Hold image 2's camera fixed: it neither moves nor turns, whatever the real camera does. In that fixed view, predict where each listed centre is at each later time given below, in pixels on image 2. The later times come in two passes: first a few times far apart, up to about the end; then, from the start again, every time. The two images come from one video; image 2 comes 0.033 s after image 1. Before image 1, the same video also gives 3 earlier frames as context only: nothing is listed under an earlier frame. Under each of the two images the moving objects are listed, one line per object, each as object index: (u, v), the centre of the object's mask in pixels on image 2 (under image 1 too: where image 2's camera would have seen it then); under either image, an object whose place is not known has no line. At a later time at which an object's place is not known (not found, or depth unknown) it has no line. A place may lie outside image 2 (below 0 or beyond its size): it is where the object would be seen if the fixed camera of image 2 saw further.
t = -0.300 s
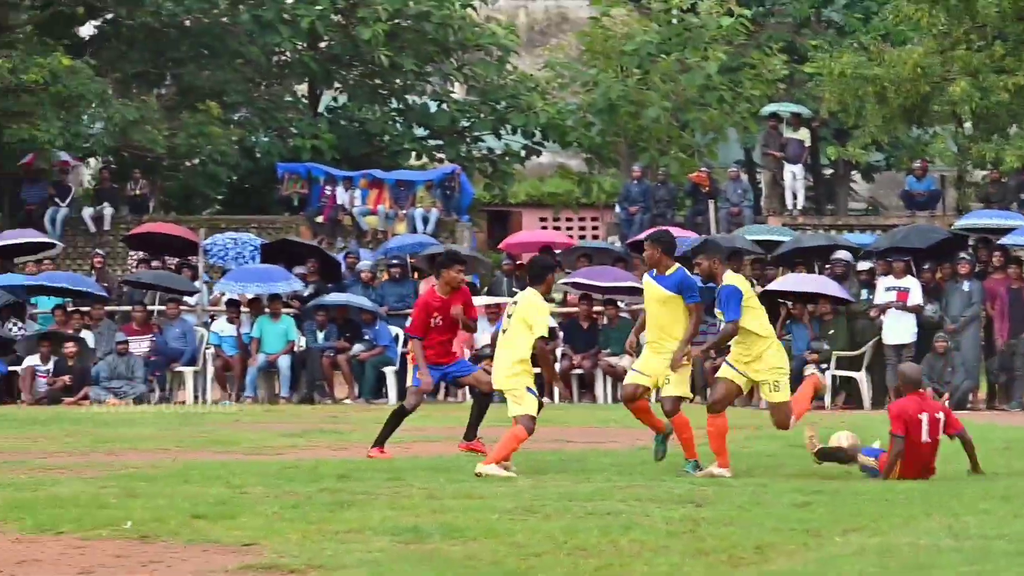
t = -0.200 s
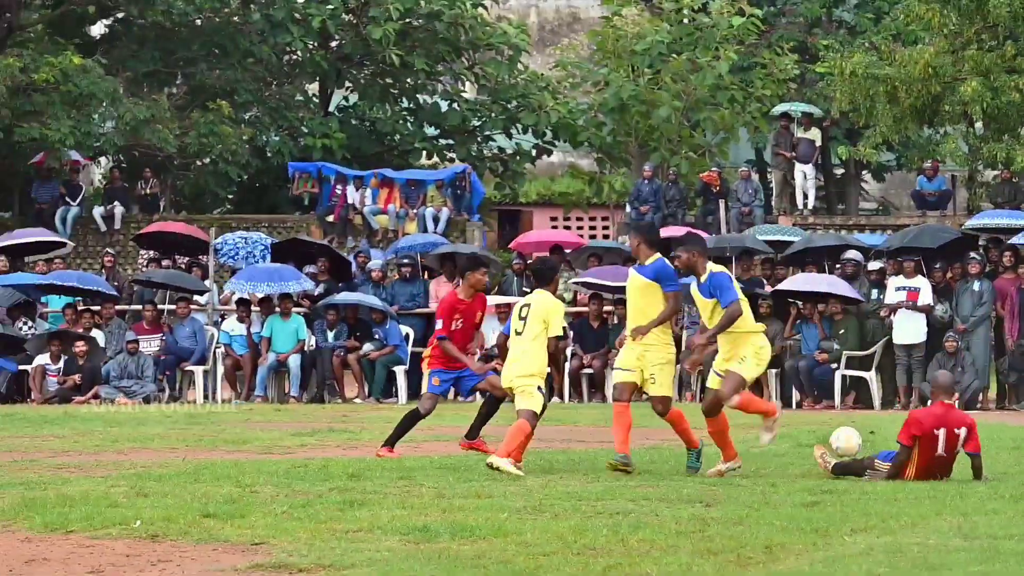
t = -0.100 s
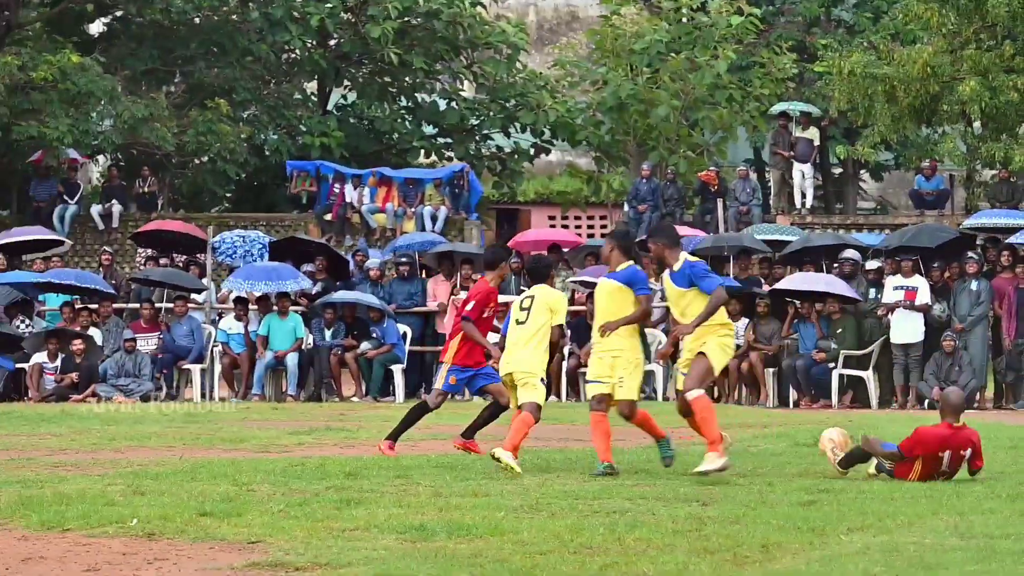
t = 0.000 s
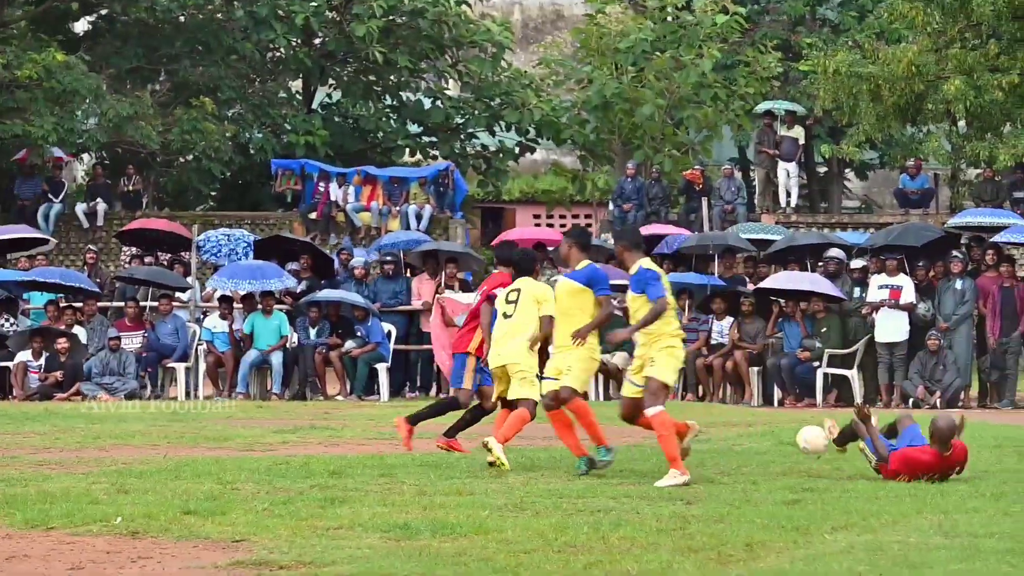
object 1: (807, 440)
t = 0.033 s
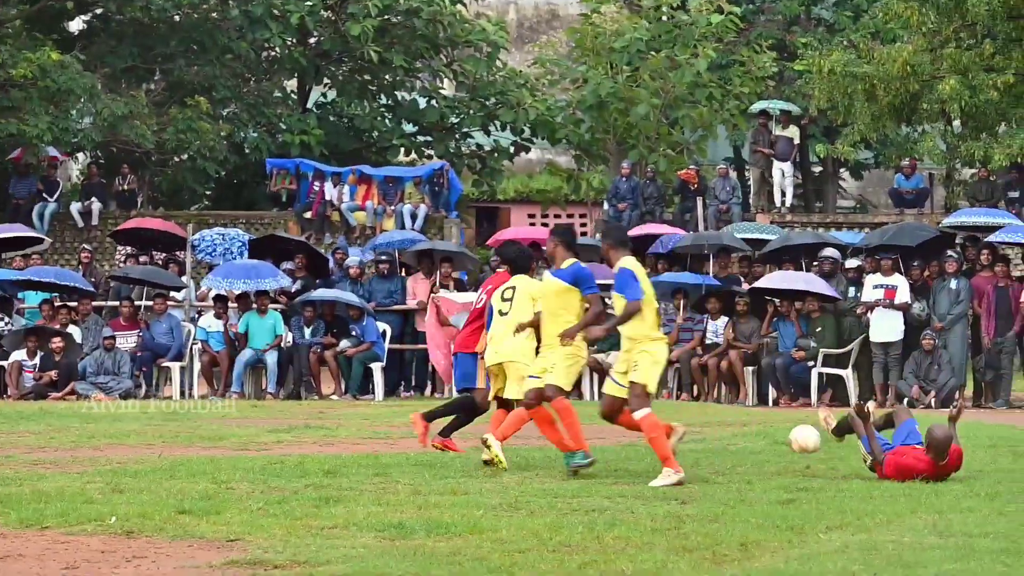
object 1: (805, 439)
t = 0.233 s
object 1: (791, 436)
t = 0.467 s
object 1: (777, 432)
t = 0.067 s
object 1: (803, 438)
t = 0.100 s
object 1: (800, 438)
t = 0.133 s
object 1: (797, 437)
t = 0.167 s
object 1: (795, 438)
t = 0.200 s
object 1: (793, 437)
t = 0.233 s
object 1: (791, 436)
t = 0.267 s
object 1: (789, 436)
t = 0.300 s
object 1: (787, 436)
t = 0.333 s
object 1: (785, 434)
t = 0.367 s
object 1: (783, 434)
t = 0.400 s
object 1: (781, 434)
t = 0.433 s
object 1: (779, 433)
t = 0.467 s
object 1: (777, 432)
